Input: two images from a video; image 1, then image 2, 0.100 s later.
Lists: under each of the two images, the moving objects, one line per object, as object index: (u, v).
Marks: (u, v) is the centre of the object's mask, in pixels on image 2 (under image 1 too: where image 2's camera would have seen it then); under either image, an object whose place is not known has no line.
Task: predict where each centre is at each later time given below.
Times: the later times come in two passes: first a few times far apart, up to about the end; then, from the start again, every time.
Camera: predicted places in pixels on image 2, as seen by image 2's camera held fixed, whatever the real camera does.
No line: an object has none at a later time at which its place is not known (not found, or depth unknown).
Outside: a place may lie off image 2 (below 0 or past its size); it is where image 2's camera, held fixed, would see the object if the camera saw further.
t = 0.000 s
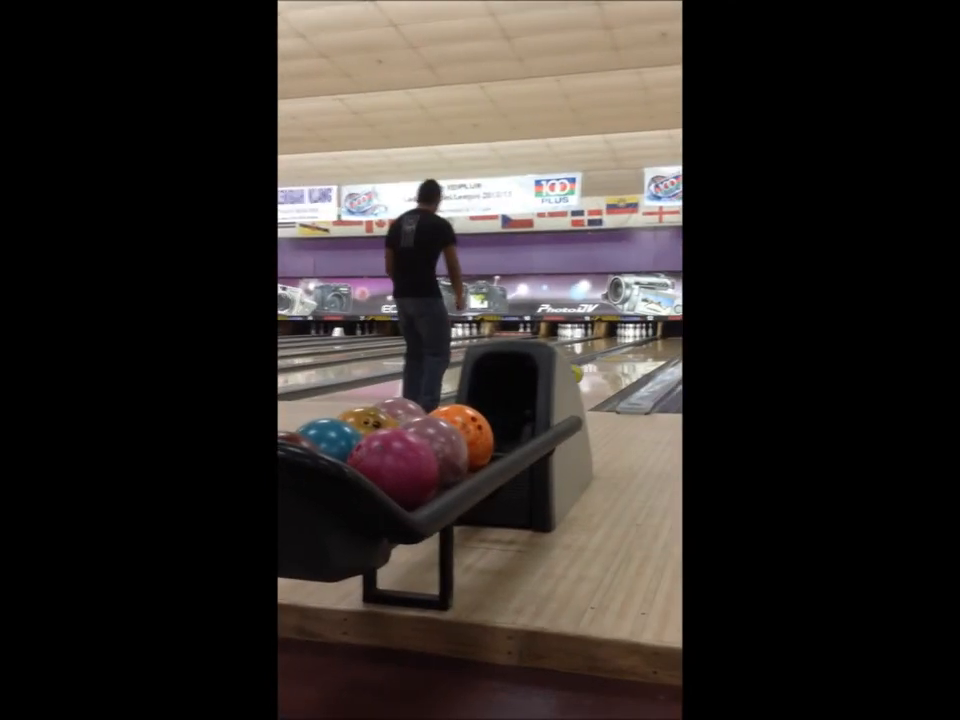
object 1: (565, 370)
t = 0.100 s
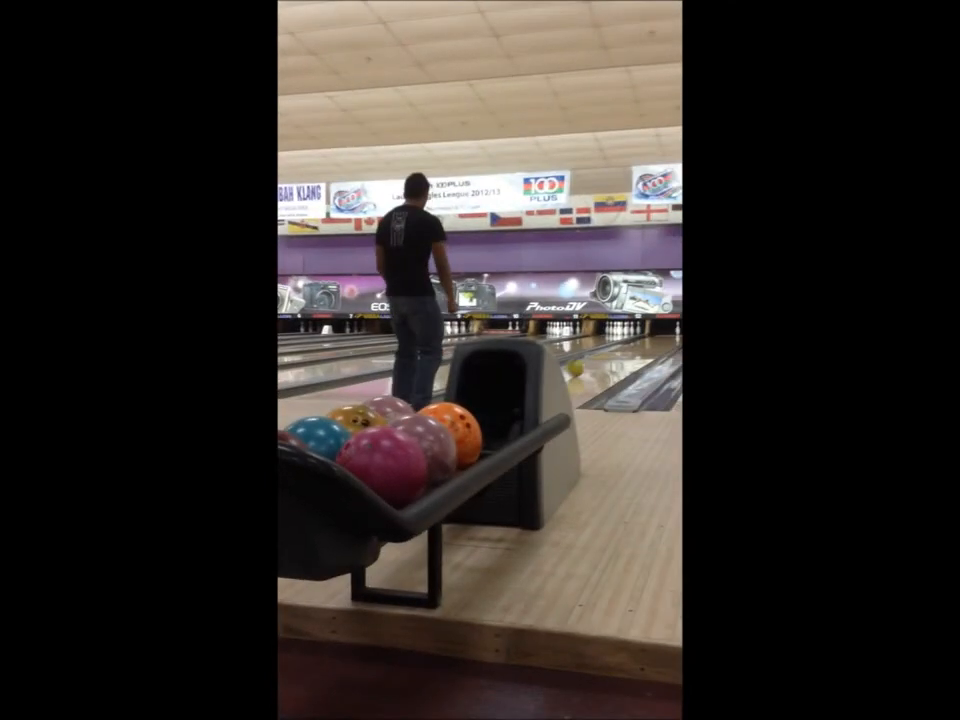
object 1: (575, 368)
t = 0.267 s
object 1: (593, 361)
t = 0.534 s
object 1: (616, 353)
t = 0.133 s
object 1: (579, 366)
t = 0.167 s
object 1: (583, 365)
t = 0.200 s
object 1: (587, 364)
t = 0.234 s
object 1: (590, 362)
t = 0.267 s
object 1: (593, 361)
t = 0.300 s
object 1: (595, 361)
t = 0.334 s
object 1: (599, 359)
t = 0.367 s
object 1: (603, 357)
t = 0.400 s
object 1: (606, 357)
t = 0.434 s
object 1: (608, 356)
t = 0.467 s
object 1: (610, 355)
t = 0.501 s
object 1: (613, 354)
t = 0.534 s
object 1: (616, 353)
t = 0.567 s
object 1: (618, 352)
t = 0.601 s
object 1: (621, 351)
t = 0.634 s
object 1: (623, 351)
